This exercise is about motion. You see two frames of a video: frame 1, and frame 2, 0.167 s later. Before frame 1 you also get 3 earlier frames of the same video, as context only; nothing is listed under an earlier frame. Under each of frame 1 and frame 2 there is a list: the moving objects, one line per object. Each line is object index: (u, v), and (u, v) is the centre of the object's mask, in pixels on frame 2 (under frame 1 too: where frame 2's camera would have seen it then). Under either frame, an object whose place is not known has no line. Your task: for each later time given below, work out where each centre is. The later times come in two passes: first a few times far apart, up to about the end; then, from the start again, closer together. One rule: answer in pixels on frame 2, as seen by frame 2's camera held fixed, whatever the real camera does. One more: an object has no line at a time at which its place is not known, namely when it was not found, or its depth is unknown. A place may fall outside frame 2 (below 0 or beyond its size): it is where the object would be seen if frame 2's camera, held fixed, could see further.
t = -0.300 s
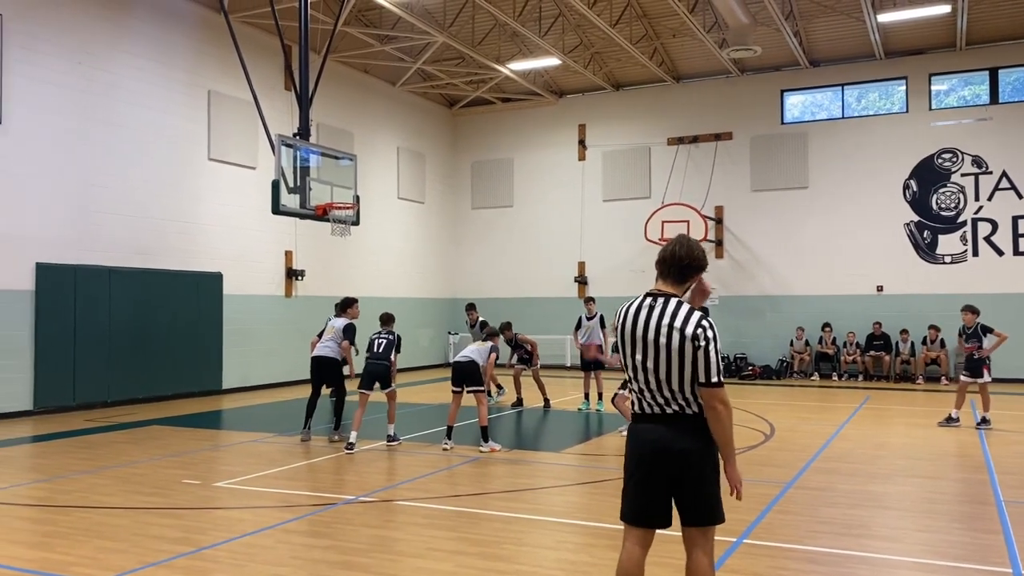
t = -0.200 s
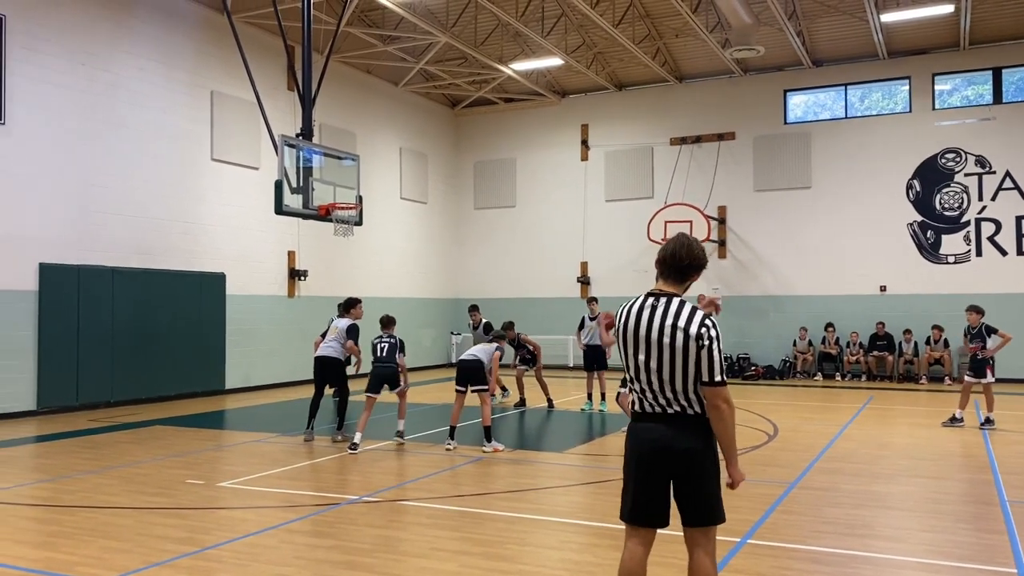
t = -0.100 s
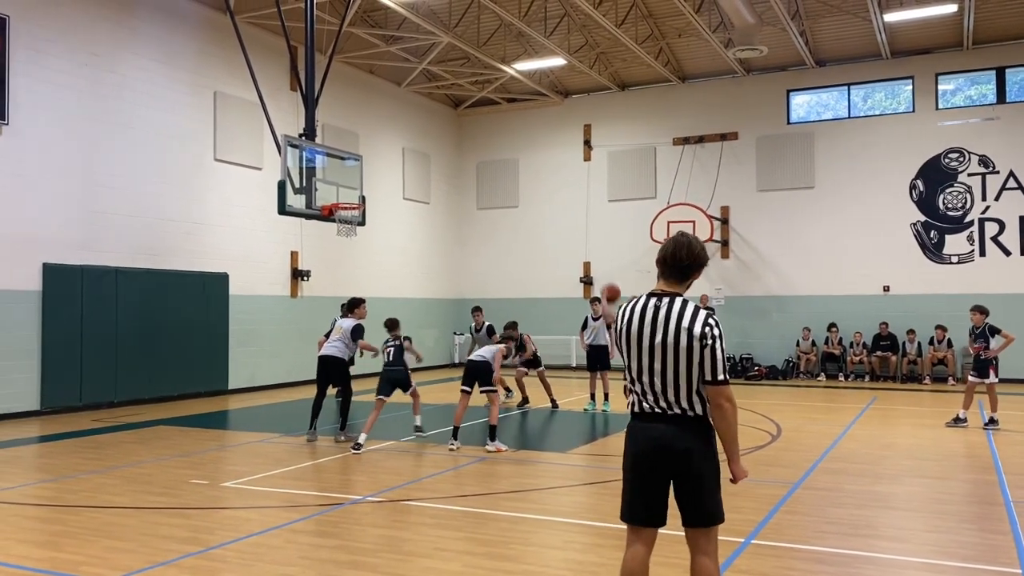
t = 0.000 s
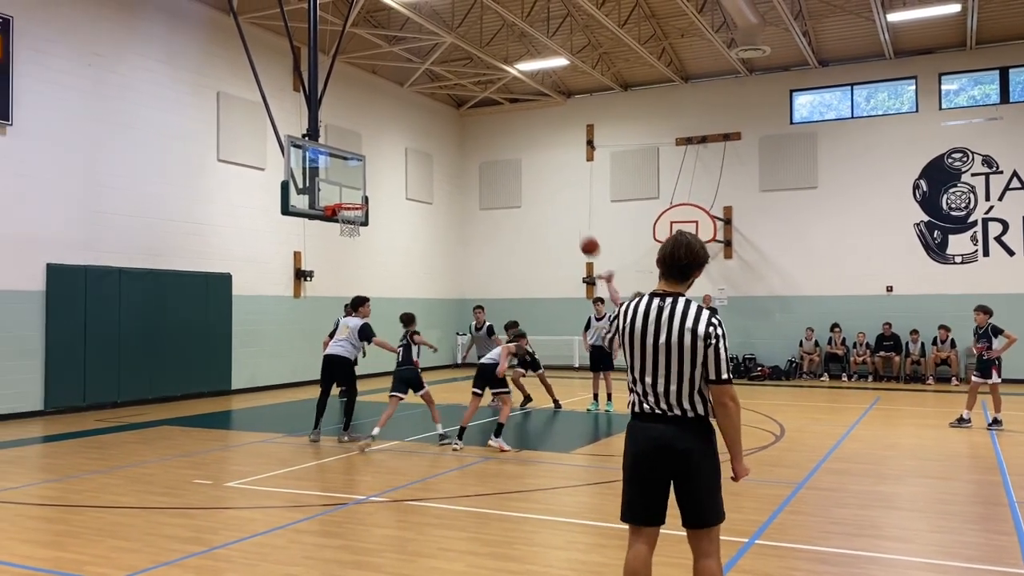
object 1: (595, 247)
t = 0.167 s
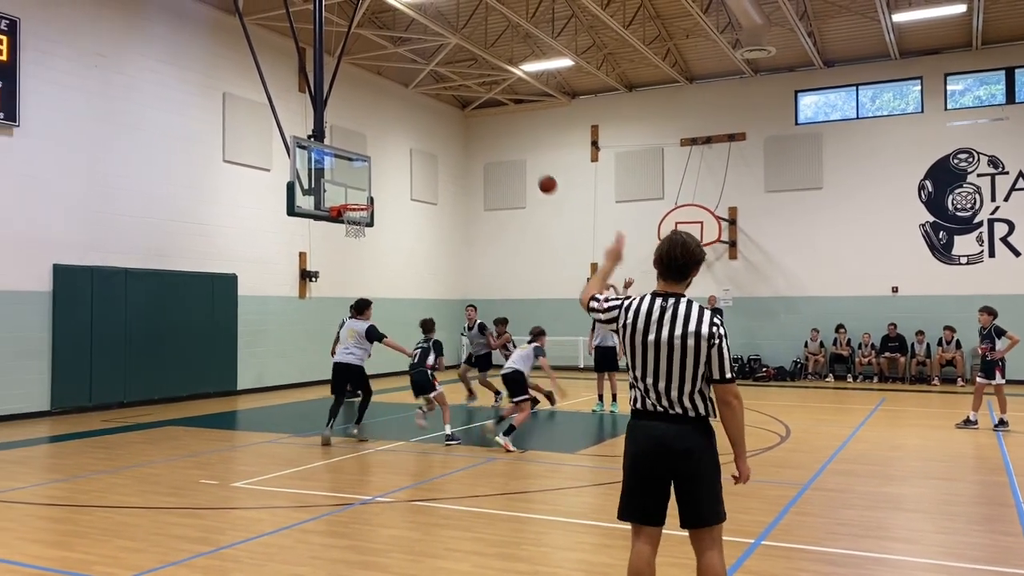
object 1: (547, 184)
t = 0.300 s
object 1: (512, 151)
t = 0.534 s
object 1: (455, 127)
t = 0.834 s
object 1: (388, 152)
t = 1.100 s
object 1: (362, 194)
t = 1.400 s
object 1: (439, 187)
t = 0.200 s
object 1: (538, 175)
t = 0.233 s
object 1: (530, 166)
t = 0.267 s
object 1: (521, 158)
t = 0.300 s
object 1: (512, 151)
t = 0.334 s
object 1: (504, 145)
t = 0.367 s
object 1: (496, 140)
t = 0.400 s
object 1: (487, 136)
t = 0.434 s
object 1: (478, 132)
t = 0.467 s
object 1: (470, 129)
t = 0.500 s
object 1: (463, 128)
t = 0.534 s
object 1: (455, 127)
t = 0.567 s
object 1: (447, 126)
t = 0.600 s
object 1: (439, 127)
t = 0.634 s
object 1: (432, 128)
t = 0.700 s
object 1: (417, 133)
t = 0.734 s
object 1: (409, 137)
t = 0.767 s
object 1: (402, 141)
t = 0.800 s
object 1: (396, 146)
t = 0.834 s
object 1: (388, 152)
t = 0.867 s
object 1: (381, 159)
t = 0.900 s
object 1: (374, 166)
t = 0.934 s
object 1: (367, 174)
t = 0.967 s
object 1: (360, 182)
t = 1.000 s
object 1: (354, 191)
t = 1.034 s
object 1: (347, 200)
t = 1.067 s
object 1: (353, 198)
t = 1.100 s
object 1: (362, 194)
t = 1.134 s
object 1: (370, 190)
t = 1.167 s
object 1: (379, 187)
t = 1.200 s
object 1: (388, 185)
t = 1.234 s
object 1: (396, 183)
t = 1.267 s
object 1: (405, 182)
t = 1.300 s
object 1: (413, 182)
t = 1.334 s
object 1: (422, 183)
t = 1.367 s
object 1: (431, 185)
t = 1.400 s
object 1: (439, 187)
